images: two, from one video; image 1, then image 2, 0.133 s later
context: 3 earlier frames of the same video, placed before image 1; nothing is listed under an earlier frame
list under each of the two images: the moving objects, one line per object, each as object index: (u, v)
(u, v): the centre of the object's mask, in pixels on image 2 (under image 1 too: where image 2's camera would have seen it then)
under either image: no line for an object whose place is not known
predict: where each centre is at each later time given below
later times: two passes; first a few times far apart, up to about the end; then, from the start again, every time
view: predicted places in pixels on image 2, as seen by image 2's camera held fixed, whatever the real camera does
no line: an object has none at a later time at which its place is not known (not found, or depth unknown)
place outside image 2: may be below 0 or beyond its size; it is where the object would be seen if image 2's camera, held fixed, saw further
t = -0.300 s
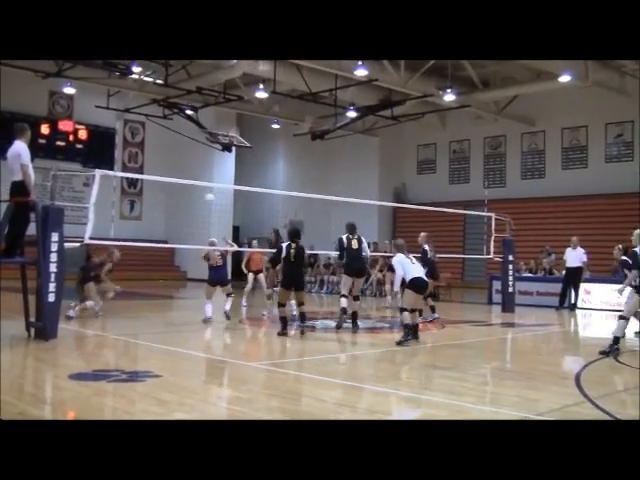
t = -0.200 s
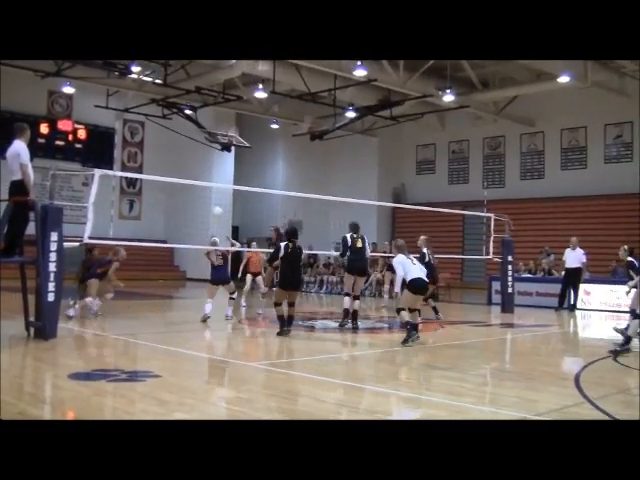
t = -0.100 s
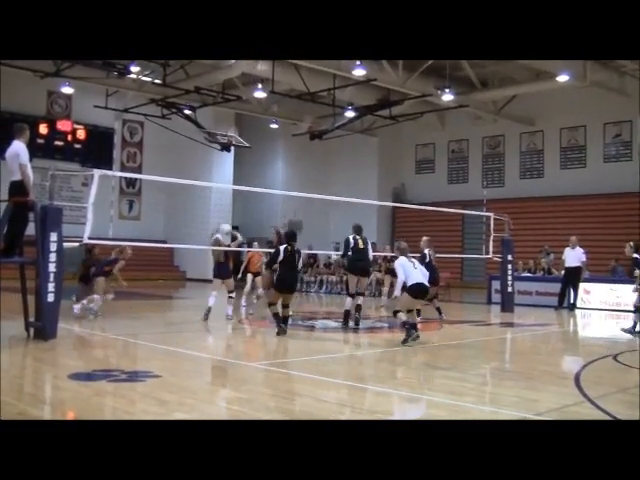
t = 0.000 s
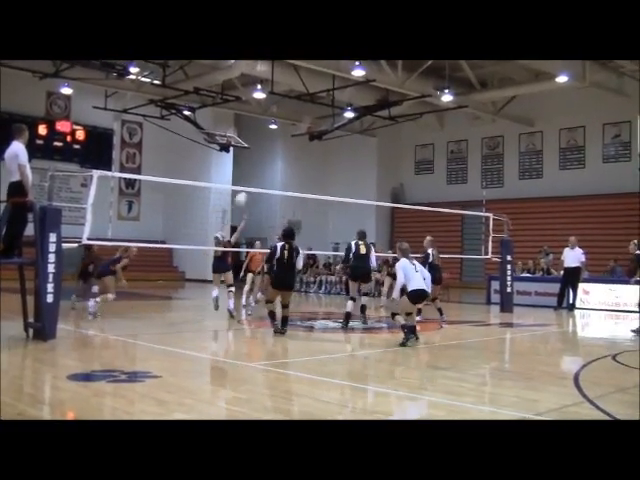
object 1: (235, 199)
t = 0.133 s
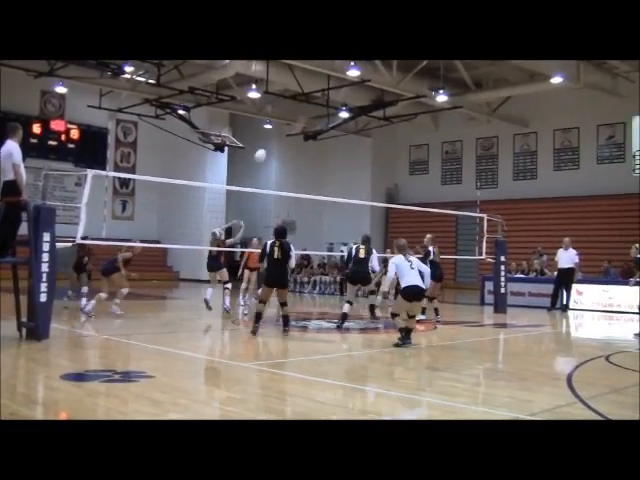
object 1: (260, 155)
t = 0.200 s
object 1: (272, 138)
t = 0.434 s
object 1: (309, 99)
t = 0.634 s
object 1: (336, 87)
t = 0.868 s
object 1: (365, 98)
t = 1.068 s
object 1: (387, 125)
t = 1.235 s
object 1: (403, 159)
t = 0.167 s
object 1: (266, 147)
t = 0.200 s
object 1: (272, 138)
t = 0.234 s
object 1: (278, 130)
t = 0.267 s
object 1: (283, 124)
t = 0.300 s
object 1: (289, 118)
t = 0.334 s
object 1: (294, 112)
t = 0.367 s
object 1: (299, 107)
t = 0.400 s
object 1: (304, 102)
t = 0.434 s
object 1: (309, 99)
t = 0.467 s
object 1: (314, 96)
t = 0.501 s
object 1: (319, 93)
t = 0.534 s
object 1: (323, 91)
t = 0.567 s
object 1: (328, 90)
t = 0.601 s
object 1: (332, 88)
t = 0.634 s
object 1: (336, 87)
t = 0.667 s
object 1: (340, 87)
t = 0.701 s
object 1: (345, 88)
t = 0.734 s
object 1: (350, 89)
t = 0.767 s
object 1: (353, 90)
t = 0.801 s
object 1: (357, 92)
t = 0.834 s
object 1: (361, 95)
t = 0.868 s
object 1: (365, 98)
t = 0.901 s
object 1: (369, 101)
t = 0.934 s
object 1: (373, 105)
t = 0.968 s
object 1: (376, 110)
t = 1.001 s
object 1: (380, 114)
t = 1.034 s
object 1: (384, 119)
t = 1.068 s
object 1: (387, 125)
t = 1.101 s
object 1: (390, 131)
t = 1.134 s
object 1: (394, 137)
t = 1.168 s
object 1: (396, 144)
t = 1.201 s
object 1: (400, 151)
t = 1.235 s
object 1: (403, 159)
